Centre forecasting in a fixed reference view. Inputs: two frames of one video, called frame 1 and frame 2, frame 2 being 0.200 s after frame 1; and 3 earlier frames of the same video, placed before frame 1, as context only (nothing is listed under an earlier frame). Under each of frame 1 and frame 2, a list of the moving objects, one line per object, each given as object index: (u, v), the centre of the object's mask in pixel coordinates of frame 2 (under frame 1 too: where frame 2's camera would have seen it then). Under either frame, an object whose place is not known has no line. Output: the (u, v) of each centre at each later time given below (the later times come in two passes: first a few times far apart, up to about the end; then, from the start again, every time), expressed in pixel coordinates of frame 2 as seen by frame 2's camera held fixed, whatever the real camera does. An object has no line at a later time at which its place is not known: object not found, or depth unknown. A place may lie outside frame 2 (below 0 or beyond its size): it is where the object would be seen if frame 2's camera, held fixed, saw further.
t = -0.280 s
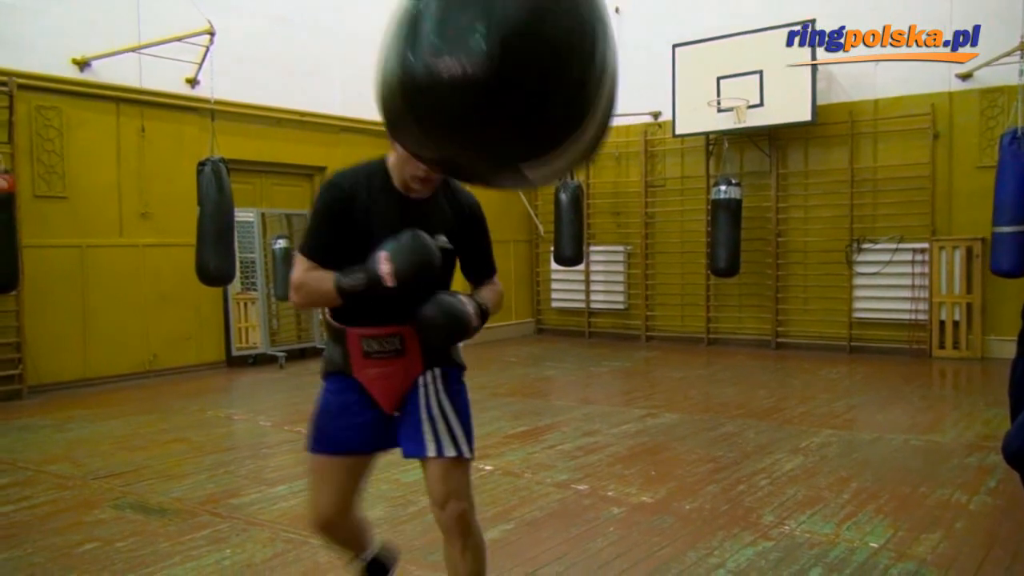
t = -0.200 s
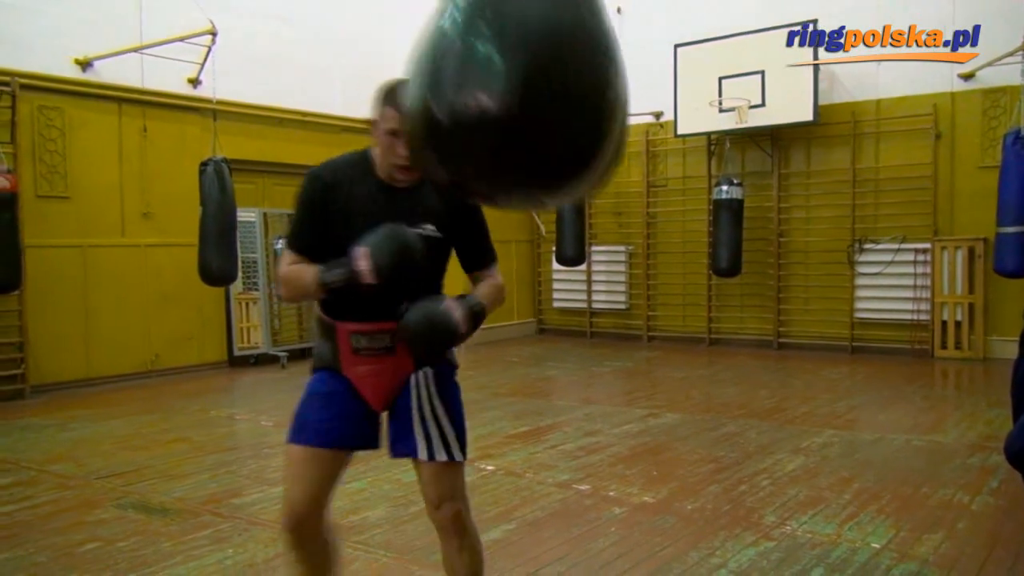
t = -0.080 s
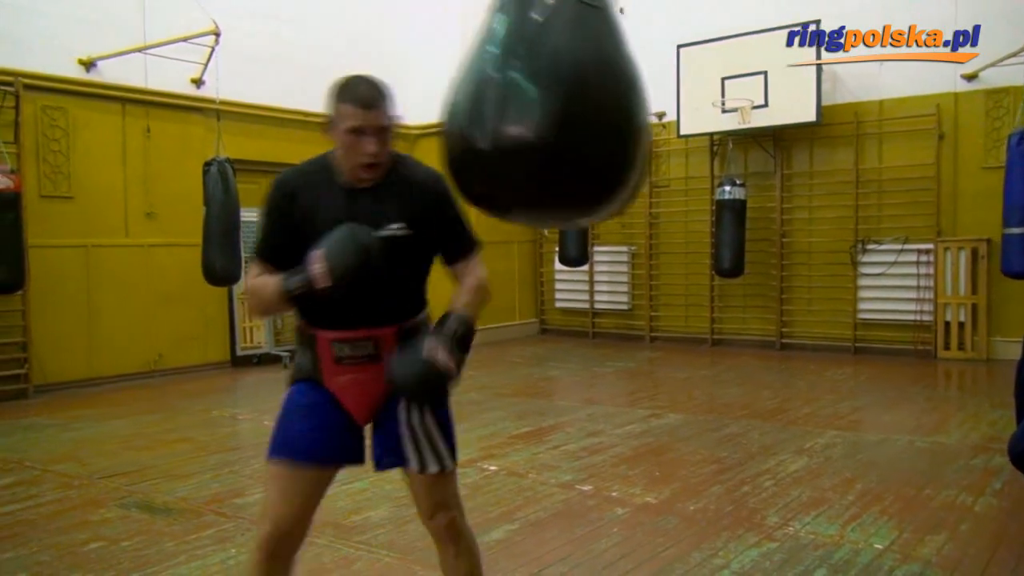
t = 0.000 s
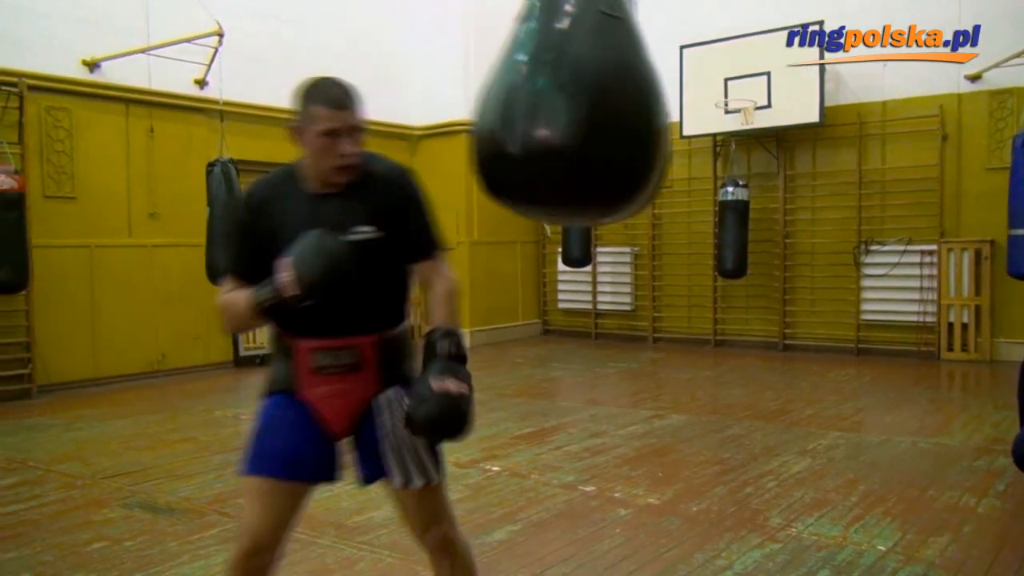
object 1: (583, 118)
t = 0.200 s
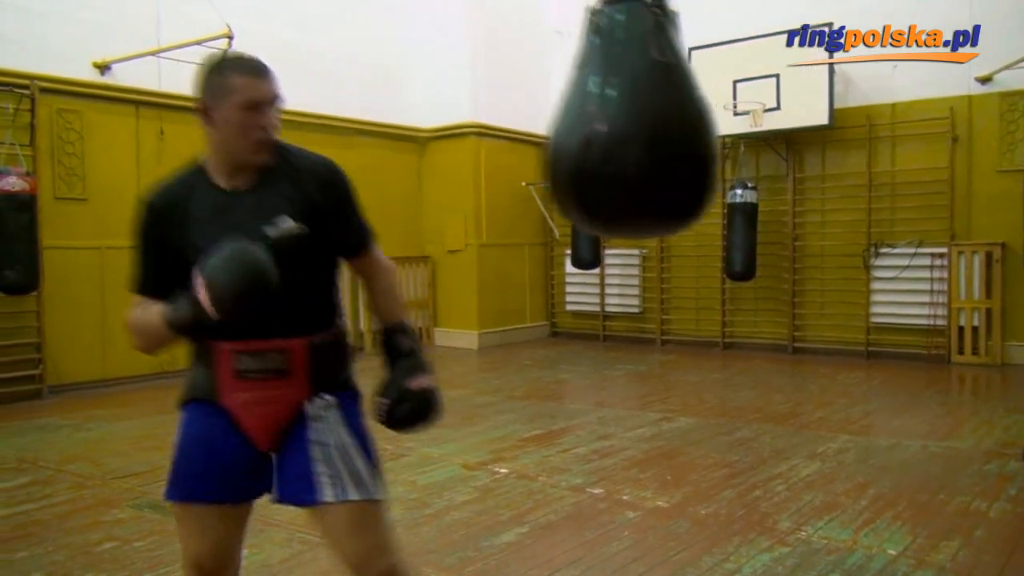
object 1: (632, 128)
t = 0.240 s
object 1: (642, 128)
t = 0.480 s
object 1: (688, 113)
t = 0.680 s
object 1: (712, 106)
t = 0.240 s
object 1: (642, 128)
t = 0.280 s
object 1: (650, 126)
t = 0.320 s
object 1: (658, 121)
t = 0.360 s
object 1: (666, 117)
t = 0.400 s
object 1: (673, 113)
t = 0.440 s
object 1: (681, 112)
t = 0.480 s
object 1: (688, 113)
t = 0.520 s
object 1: (694, 114)
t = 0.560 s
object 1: (699, 116)
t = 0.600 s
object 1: (704, 114)
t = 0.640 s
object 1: (707, 111)
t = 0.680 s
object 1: (712, 106)
